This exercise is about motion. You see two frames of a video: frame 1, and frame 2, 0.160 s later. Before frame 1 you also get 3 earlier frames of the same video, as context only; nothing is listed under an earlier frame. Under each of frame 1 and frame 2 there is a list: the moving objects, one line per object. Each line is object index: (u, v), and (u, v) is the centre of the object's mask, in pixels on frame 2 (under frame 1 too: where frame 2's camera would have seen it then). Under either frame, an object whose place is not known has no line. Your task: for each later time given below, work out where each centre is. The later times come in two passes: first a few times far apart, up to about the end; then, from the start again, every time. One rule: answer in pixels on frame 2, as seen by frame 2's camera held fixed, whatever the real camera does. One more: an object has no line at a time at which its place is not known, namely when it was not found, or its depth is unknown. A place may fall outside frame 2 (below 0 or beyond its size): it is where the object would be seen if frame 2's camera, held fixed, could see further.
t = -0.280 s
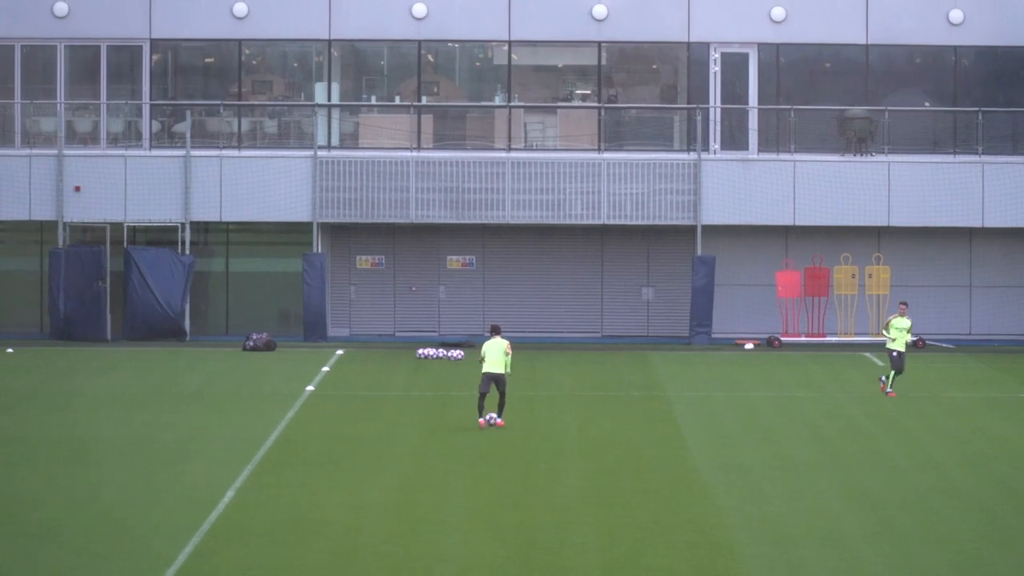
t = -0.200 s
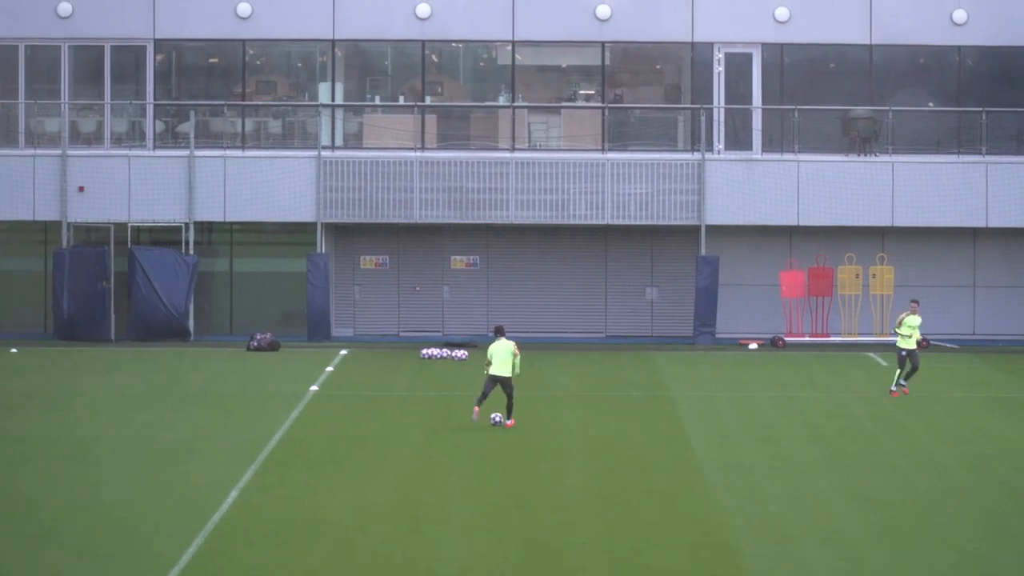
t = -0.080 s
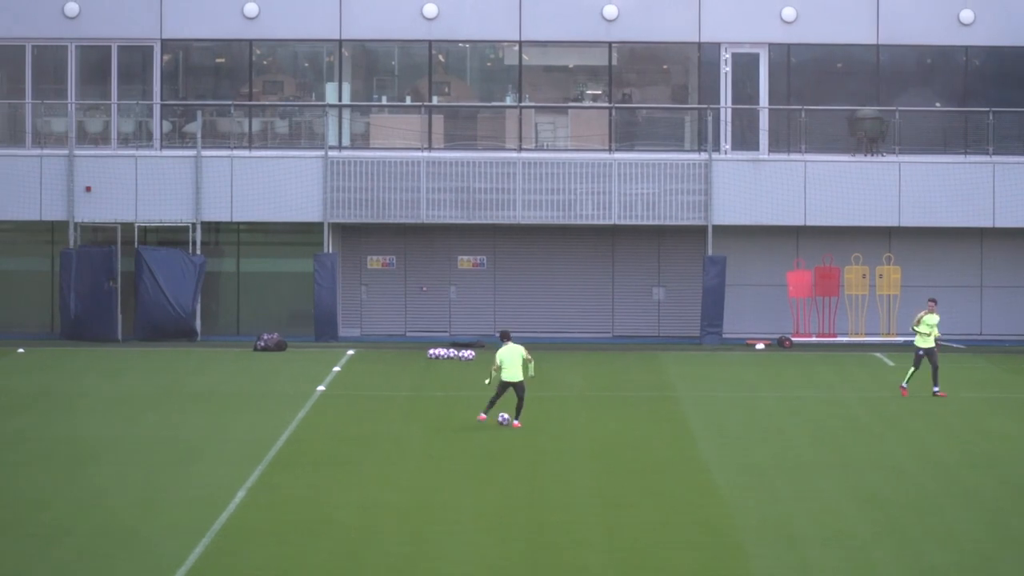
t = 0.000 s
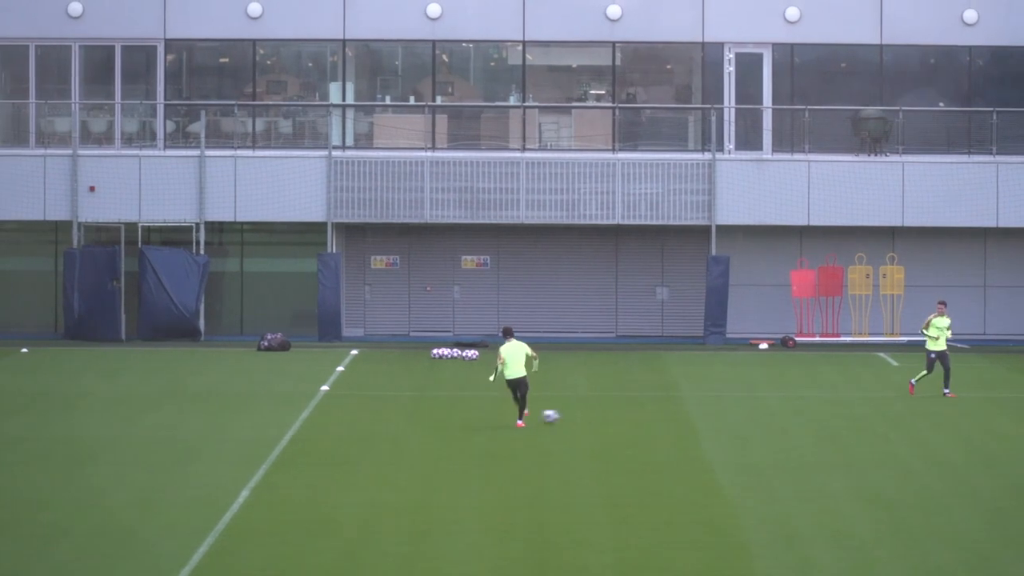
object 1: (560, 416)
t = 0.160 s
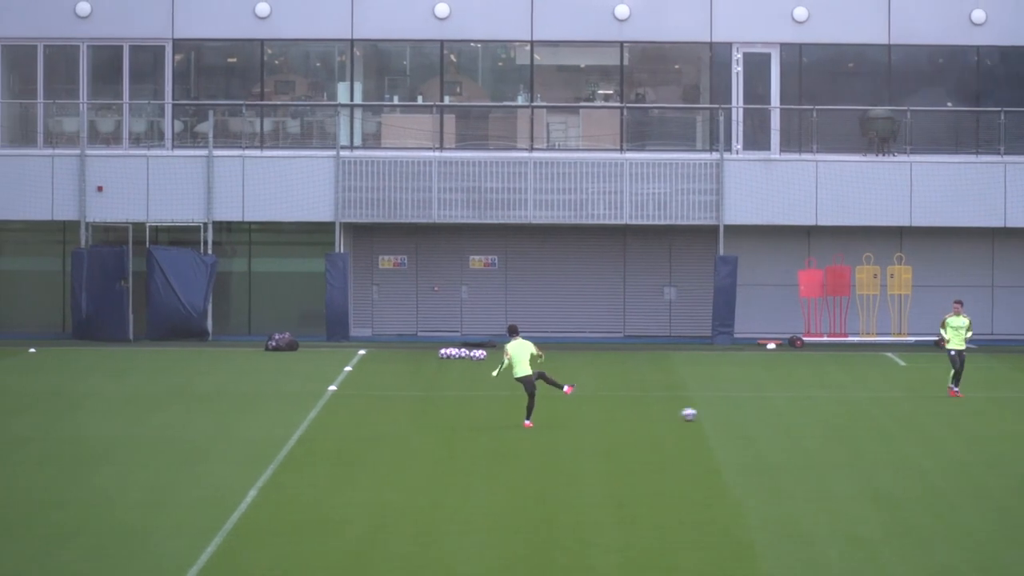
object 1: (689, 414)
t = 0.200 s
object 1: (719, 413)
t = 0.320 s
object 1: (804, 411)
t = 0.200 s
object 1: (719, 413)
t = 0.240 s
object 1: (748, 412)
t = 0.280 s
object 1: (777, 412)
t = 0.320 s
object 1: (804, 411)
